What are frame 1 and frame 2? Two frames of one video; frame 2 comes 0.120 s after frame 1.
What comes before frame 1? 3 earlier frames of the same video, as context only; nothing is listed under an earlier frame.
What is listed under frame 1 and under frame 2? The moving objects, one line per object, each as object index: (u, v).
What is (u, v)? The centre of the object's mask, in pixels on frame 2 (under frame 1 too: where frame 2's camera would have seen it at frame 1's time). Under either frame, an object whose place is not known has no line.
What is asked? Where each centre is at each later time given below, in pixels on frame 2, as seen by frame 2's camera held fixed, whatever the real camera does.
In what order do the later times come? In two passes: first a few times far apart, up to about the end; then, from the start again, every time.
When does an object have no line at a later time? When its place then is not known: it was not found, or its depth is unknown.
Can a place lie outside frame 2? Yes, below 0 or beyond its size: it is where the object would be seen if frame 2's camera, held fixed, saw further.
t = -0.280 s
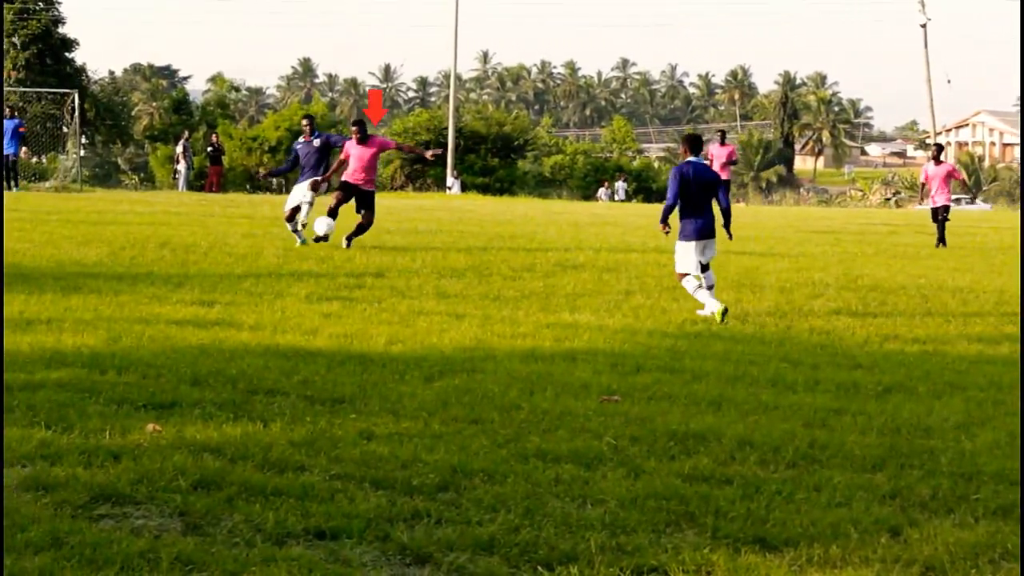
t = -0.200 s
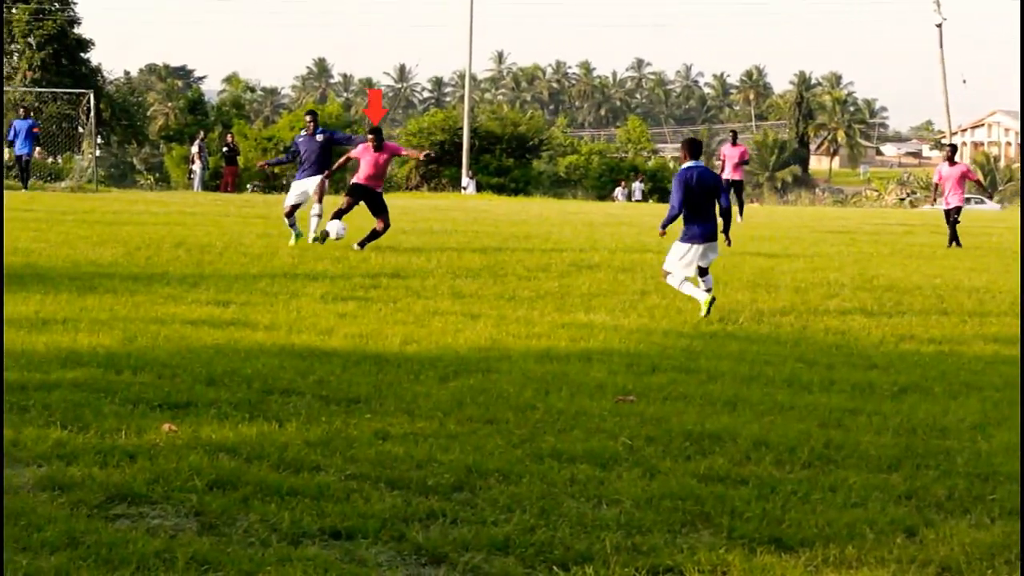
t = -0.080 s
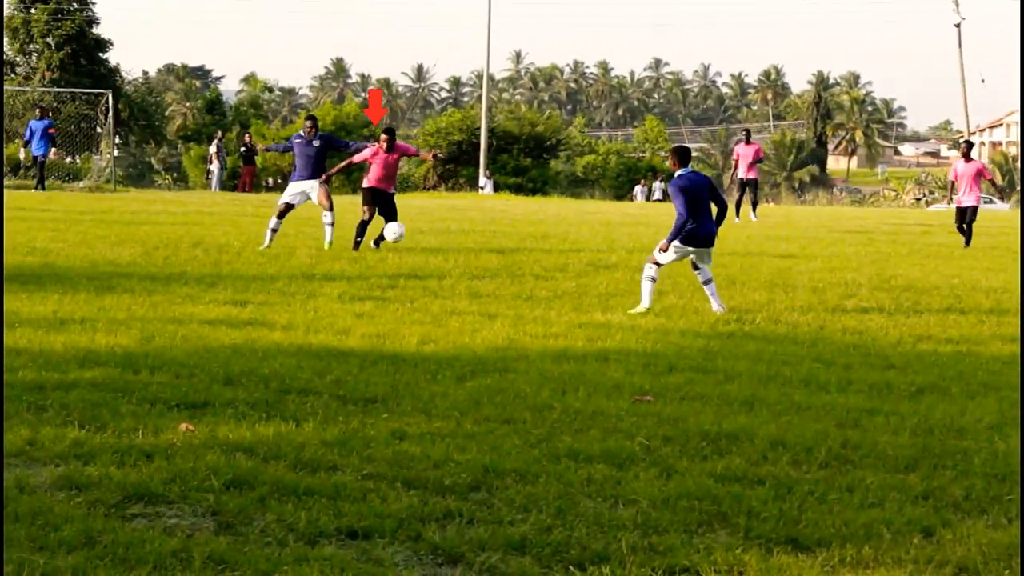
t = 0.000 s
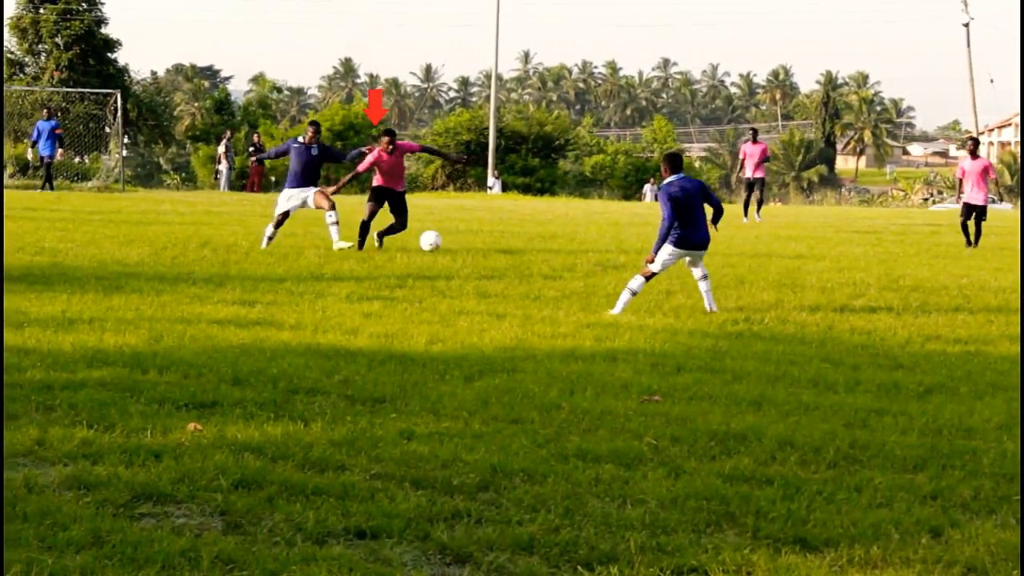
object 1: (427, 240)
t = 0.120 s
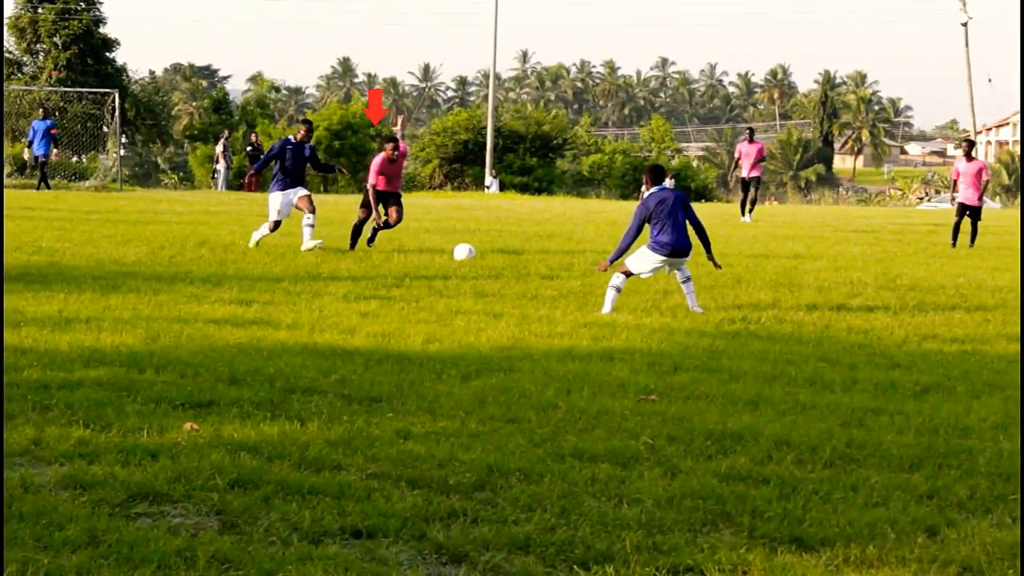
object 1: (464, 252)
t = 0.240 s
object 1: (484, 247)
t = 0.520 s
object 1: (532, 257)
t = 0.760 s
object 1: (564, 261)
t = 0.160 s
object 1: (471, 250)
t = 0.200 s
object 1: (478, 247)
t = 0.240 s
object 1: (484, 247)
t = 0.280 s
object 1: (492, 247)
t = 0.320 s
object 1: (499, 250)
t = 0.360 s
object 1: (506, 253)
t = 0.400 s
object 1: (512, 256)
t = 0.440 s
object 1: (519, 258)
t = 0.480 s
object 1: (526, 257)
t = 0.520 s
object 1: (532, 257)
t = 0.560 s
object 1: (538, 258)
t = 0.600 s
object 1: (544, 259)
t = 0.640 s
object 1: (549, 260)
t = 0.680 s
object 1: (554, 260)
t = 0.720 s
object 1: (559, 260)
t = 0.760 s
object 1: (564, 261)
